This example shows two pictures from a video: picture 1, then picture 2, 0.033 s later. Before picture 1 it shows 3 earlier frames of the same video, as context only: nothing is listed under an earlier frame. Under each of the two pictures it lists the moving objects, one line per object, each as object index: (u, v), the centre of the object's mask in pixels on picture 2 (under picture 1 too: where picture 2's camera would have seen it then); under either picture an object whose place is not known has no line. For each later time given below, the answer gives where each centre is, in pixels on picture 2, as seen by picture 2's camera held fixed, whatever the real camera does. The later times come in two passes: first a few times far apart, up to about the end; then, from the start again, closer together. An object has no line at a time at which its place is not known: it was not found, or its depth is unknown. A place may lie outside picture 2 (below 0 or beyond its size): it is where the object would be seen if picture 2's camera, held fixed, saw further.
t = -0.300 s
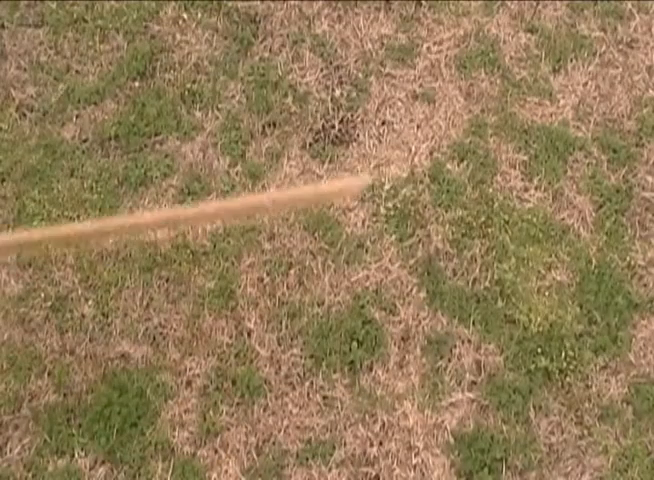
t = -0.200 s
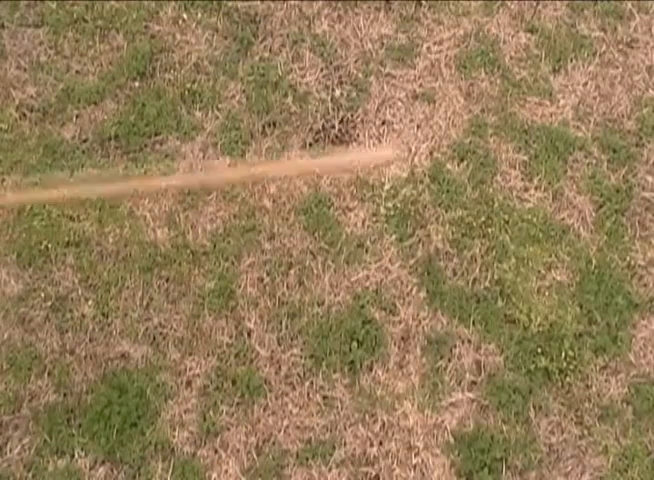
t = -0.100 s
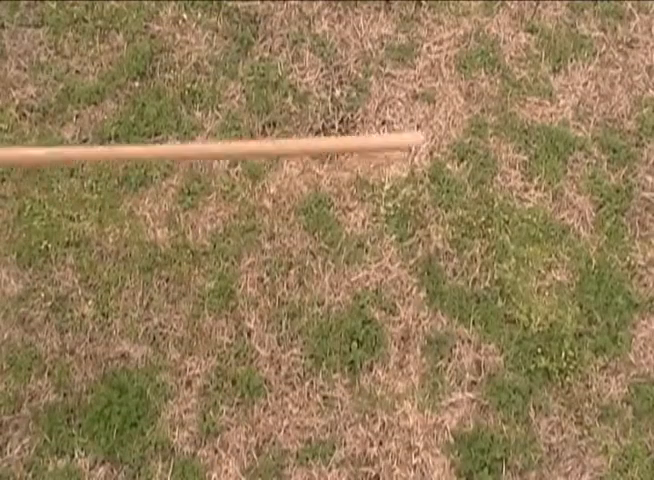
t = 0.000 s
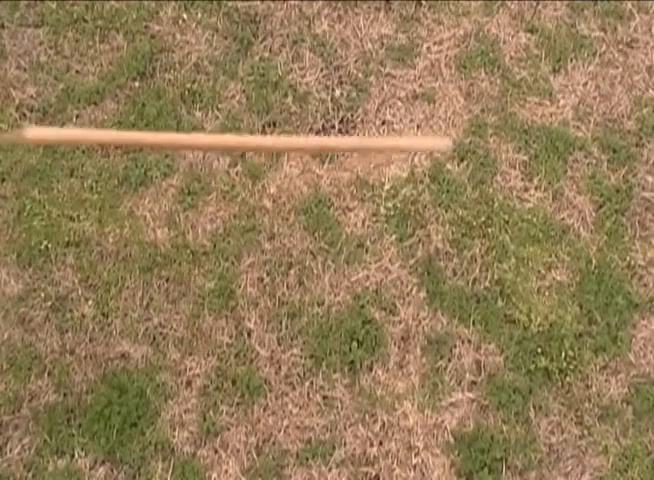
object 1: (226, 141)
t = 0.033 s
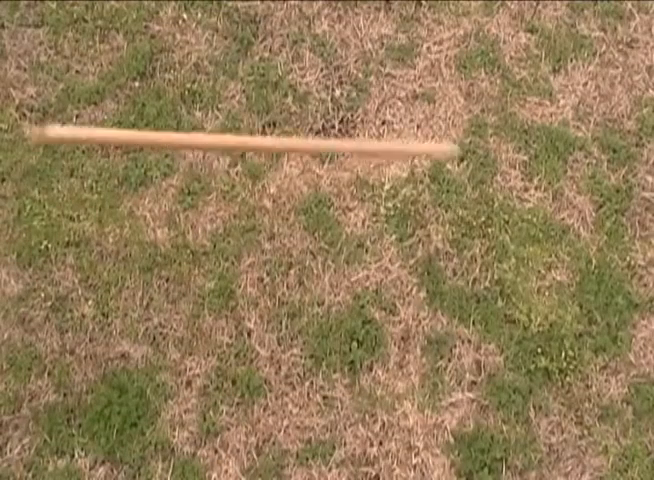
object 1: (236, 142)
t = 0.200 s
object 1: (301, 169)
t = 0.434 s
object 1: (369, 241)
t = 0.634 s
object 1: (415, 315)
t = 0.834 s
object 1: (382, 322)
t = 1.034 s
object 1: (356, 334)
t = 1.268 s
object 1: (359, 341)
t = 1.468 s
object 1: (358, 340)
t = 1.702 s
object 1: (358, 340)
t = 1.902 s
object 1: (358, 340)
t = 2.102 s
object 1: (358, 340)
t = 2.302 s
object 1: (357, 340)
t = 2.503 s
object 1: (357, 339)
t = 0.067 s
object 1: (248, 144)
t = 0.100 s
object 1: (268, 148)
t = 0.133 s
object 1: (280, 153)
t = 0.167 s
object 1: (294, 160)
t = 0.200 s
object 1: (301, 169)
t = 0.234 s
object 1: (318, 180)
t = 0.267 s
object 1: (332, 191)
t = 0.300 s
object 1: (333, 200)
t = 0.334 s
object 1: (338, 211)
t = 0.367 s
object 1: (360, 222)
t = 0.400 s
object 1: (358, 229)
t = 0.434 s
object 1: (369, 241)
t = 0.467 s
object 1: (381, 255)
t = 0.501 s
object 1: (386, 266)
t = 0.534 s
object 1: (400, 281)
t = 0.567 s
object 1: (407, 294)
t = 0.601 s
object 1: (412, 305)
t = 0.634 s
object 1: (415, 315)
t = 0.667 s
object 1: (419, 321)
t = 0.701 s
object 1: (423, 326)
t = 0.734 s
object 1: (417, 323)
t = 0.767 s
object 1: (410, 318)
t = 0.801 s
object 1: (400, 316)
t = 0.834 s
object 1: (382, 322)
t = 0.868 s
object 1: (374, 325)
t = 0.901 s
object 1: (356, 322)
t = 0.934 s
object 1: (353, 324)
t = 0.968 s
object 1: (357, 328)
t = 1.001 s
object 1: (356, 331)
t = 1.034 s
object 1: (356, 334)
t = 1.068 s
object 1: (354, 335)
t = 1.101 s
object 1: (354, 335)
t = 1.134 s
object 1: (354, 335)
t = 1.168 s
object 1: (357, 337)
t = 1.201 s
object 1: (355, 338)
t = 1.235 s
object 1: (358, 341)
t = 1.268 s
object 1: (359, 341)
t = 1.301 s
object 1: (358, 340)
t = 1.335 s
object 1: (358, 340)
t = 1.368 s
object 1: (357, 339)
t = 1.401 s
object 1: (358, 340)
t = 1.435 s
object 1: (357, 340)
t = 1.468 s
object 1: (358, 340)
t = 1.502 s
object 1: (358, 340)
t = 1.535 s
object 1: (358, 340)
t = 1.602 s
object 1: (358, 340)
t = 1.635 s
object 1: (358, 340)
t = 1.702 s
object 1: (358, 340)
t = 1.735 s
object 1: (358, 340)
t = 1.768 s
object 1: (357, 340)
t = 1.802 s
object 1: (358, 340)
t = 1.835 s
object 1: (357, 340)
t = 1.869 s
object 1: (358, 340)
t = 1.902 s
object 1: (358, 340)
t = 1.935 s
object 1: (358, 340)
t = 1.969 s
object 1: (358, 340)
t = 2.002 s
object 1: (358, 340)
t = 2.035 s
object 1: (358, 340)
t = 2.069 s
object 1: (358, 340)
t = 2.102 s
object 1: (358, 340)
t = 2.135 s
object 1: (358, 340)
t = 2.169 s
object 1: (358, 340)
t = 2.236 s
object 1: (357, 340)
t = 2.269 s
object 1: (357, 340)
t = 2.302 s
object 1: (357, 340)
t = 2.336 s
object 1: (357, 340)
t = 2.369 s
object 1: (357, 340)
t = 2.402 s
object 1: (357, 339)
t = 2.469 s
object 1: (357, 339)
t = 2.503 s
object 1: (357, 339)
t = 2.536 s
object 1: (357, 339)
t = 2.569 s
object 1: (357, 339)
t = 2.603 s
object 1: (357, 339)
